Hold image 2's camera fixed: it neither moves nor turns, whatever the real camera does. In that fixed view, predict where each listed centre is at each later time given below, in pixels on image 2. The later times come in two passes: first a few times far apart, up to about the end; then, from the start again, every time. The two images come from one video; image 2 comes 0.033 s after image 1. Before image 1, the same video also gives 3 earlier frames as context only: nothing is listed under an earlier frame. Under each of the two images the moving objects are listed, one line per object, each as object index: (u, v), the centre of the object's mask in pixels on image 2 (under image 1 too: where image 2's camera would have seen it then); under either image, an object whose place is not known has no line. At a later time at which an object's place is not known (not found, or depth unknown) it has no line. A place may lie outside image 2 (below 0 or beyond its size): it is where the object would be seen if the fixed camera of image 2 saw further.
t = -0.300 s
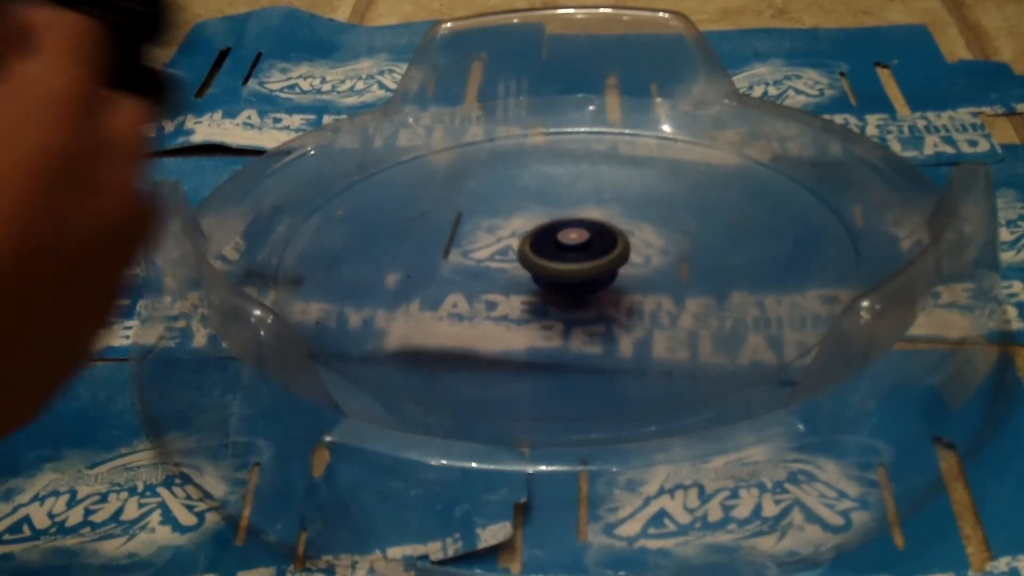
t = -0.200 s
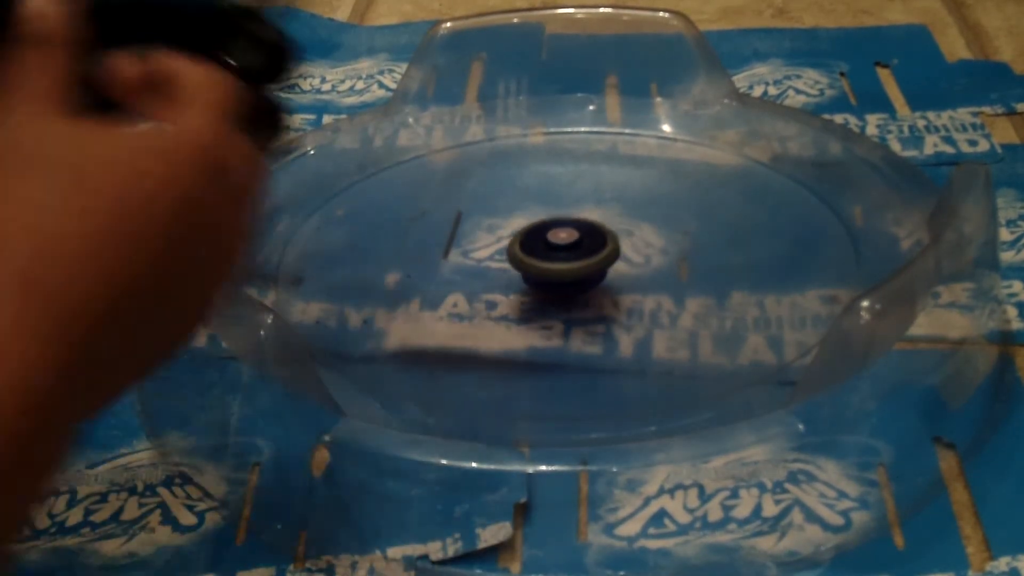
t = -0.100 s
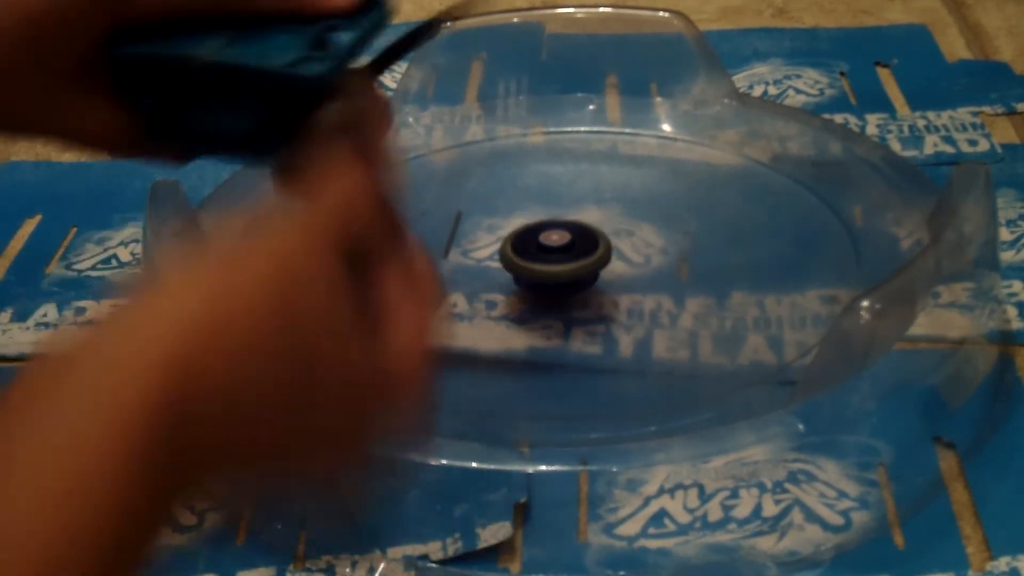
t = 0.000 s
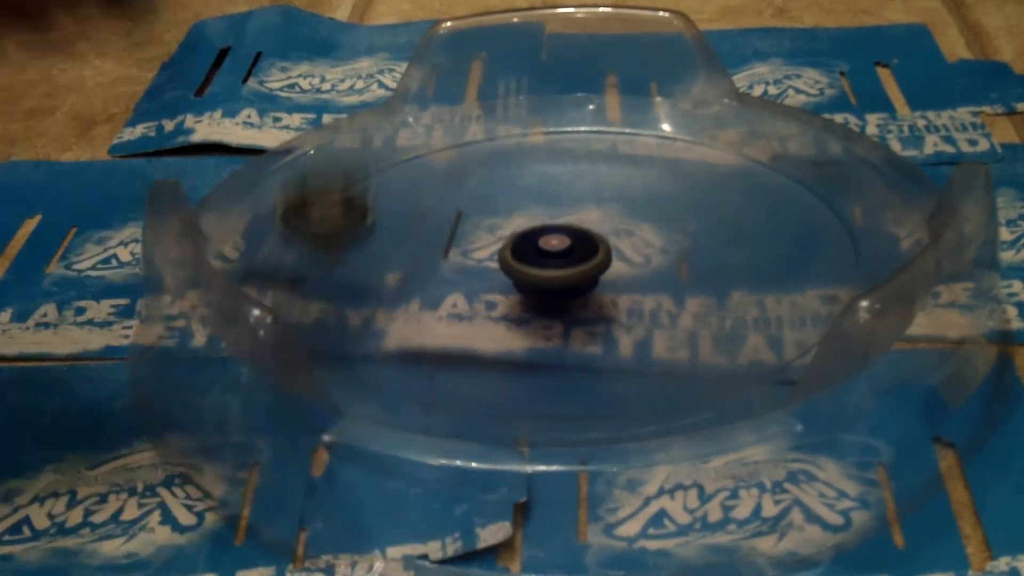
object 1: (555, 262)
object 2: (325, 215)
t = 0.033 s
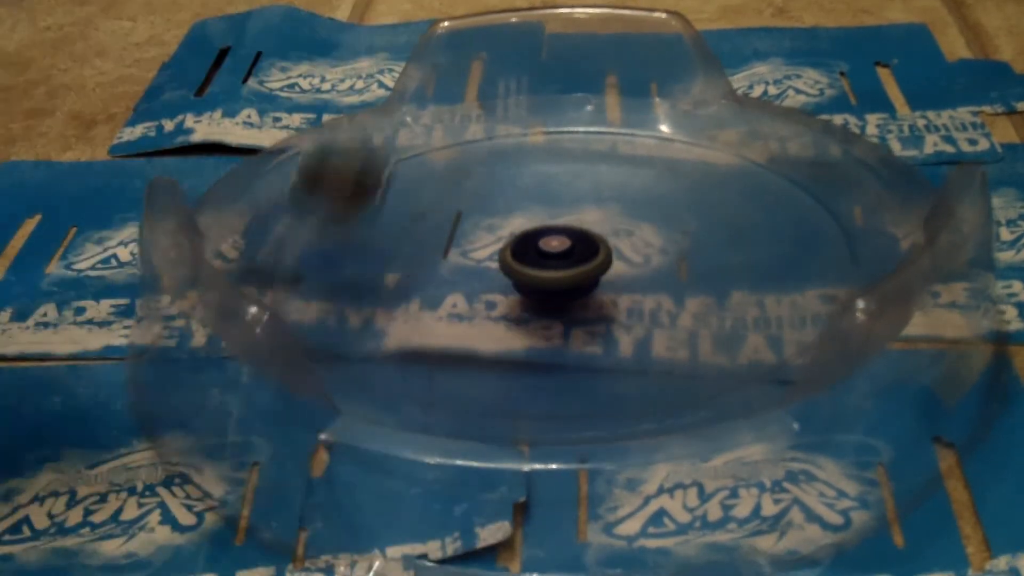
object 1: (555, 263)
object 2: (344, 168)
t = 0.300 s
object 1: (564, 256)
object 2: (524, 138)
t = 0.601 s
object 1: (494, 345)
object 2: (601, 129)
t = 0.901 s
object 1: (610, 338)
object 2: (553, 170)
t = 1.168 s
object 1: (638, 291)
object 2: (498, 238)
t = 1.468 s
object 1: (603, 272)
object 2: (528, 228)
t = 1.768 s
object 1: (692, 301)
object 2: (488, 169)
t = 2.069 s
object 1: (650, 268)
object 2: (559, 230)
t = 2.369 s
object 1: (764, 308)
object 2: (477, 171)
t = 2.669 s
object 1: (697, 272)
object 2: (536, 260)
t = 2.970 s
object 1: (775, 237)
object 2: (454, 230)
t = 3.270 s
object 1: (655, 227)
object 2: (494, 265)
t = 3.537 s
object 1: (649, 193)
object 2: (484, 289)
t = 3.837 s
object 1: (539, 198)
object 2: (557, 277)
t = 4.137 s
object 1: (447, 126)
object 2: (662, 317)
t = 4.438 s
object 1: (412, 162)
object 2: (702, 282)
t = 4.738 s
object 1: (458, 215)
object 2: (609, 245)
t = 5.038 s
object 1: (365, 144)
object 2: (738, 301)
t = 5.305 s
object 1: (404, 182)
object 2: (739, 257)
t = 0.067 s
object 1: (556, 263)
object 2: (366, 140)
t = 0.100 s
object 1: (558, 264)
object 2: (387, 122)
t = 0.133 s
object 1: (561, 263)
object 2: (407, 123)
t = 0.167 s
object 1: (564, 262)
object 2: (435, 131)
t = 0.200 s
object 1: (565, 262)
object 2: (460, 113)
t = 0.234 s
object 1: (565, 259)
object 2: (482, 115)
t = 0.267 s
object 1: (565, 258)
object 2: (506, 126)
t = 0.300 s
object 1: (564, 256)
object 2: (524, 138)
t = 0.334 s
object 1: (561, 255)
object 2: (536, 149)
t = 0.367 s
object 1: (557, 254)
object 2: (549, 164)
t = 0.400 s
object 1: (554, 254)
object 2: (558, 178)
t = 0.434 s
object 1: (550, 255)
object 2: (565, 191)
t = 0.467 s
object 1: (536, 280)
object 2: (580, 185)
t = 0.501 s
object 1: (517, 306)
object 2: (594, 166)
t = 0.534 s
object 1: (501, 323)
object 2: (601, 148)
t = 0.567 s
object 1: (494, 336)
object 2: (602, 137)
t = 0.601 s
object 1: (494, 345)
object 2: (601, 129)
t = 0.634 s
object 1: (499, 350)
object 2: (596, 125)
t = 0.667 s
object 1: (511, 353)
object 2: (589, 124)
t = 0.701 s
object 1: (526, 353)
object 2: (582, 125)
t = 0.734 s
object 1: (542, 353)
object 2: (576, 128)
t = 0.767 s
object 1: (556, 352)
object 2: (570, 133)
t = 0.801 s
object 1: (570, 350)
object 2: (565, 140)
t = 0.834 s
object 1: (584, 346)
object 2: (561, 148)
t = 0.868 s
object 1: (597, 342)
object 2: (557, 158)
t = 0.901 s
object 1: (610, 338)
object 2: (553, 170)
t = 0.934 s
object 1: (621, 332)
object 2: (548, 181)
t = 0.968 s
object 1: (630, 326)
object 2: (542, 194)
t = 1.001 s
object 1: (637, 319)
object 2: (535, 205)
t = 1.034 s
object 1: (642, 313)
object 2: (527, 215)
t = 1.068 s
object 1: (644, 307)
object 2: (518, 223)
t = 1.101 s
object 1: (644, 301)
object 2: (509, 230)
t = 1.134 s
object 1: (641, 295)
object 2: (502, 236)
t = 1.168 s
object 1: (638, 291)
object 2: (498, 238)
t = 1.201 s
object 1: (633, 286)
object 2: (497, 239)
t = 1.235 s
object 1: (627, 282)
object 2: (500, 239)
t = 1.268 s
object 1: (620, 279)
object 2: (507, 239)
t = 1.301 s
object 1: (614, 276)
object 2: (516, 239)
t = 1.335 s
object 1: (608, 273)
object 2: (523, 238)
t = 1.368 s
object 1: (610, 275)
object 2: (526, 234)
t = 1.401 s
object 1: (610, 275)
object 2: (527, 231)
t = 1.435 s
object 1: (607, 274)
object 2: (527, 228)
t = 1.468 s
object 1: (603, 272)
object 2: (528, 228)
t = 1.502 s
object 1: (598, 272)
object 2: (528, 227)
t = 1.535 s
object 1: (623, 289)
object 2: (511, 211)
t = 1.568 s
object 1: (647, 302)
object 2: (492, 181)
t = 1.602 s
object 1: (663, 310)
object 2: (482, 168)
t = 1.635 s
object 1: (674, 314)
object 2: (479, 156)
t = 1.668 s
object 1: (681, 314)
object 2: (480, 153)
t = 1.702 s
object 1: (686, 311)
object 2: (483, 155)
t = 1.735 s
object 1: (690, 307)
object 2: (486, 160)
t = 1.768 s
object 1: (692, 301)
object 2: (488, 169)
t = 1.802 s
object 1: (693, 296)
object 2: (490, 176)
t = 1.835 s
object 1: (691, 290)
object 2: (492, 184)
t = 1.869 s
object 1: (687, 285)
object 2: (497, 194)
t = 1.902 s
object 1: (682, 281)
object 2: (504, 202)
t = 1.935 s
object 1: (676, 277)
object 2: (513, 211)
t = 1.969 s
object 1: (670, 274)
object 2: (523, 217)
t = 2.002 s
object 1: (664, 272)
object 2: (535, 223)
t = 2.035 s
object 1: (657, 270)
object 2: (546, 229)
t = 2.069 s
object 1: (650, 268)
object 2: (559, 230)
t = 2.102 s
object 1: (648, 268)
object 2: (569, 230)
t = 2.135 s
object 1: (684, 287)
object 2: (555, 213)
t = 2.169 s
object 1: (714, 299)
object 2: (536, 185)
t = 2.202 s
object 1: (736, 307)
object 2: (521, 169)
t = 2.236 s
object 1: (752, 313)
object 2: (510, 157)
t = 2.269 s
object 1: (761, 315)
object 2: (501, 154)
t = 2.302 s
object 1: (765, 314)
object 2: (492, 157)
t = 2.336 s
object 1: (766, 311)
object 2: (484, 163)
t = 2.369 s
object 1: (764, 308)
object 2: (477, 171)
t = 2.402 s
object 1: (762, 304)
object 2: (471, 181)
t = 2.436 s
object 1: (758, 300)
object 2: (466, 190)
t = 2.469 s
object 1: (753, 296)
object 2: (465, 202)
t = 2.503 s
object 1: (747, 292)
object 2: (468, 213)
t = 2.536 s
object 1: (739, 287)
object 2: (475, 225)
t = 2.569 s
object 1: (730, 283)
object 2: (486, 238)
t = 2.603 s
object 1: (720, 279)
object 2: (501, 249)
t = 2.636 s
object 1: (709, 276)
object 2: (519, 256)
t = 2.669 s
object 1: (697, 272)
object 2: (536, 260)
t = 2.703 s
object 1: (685, 269)
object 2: (555, 260)
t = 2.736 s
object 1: (685, 266)
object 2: (563, 260)
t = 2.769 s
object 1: (728, 262)
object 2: (528, 252)
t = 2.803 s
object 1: (762, 258)
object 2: (497, 240)
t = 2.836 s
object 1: (782, 254)
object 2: (476, 231)
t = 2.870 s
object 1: (790, 250)
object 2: (463, 225)
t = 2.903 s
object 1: (790, 246)
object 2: (457, 225)
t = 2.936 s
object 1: (784, 241)
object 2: (454, 226)
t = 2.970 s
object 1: (775, 237)
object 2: (454, 230)
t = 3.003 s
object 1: (764, 234)
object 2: (453, 236)
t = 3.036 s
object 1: (751, 231)
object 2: (454, 242)
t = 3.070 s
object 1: (737, 229)
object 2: (456, 248)
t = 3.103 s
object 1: (723, 227)
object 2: (460, 254)
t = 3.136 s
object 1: (708, 226)
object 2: (466, 259)
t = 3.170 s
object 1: (693, 226)
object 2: (473, 263)
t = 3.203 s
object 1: (680, 226)
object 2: (480, 264)
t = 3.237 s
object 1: (667, 226)
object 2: (487, 265)
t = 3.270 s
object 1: (655, 227)
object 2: (494, 265)
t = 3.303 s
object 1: (644, 228)
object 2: (504, 265)
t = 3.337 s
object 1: (633, 229)
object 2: (515, 265)
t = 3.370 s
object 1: (623, 231)
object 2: (526, 266)
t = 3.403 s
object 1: (627, 224)
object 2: (524, 270)
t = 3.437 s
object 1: (644, 212)
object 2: (504, 279)
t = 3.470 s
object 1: (652, 204)
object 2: (490, 283)
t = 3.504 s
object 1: (654, 197)
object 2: (483, 287)
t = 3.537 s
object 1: (649, 193)
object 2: (484, 289)
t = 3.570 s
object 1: (638, 191)
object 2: (490, 291)
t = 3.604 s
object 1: (624, 189)
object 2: (499, 293)
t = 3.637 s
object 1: (610, 188)
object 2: (510, 293)
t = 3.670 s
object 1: (595, 188)
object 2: (521, 293)
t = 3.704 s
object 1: (581, 189)
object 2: (531, 291)
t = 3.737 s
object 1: (567, 190)
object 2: (540, 289)
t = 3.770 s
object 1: (555, 192)
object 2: (547, 286)
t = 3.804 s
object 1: (546, 194)
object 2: (552, 281)
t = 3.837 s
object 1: (539, 198)
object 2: (557, 277)
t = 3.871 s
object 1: (533, 200)
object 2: (561, 272)
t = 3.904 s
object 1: (528, 203)
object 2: (565, 267)
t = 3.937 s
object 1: (524, 205)
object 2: (569, 263)
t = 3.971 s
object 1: (521, 207)
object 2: (571, 260)
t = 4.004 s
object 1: (518, 208)
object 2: (572, 258)
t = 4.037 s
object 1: (502, 193)
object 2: (594, 277)
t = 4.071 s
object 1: (481, 169)
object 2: (619, 295)
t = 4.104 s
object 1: (461, 140)
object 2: (641, 308)
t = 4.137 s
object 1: (447, 126)
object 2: (662, 317)
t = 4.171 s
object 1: (435, 117)
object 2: (678, 319)
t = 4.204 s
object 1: (429, 115)
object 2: (690, 317)
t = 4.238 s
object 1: (425, 122)
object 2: (697, 315)
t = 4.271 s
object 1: (420, 128)
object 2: (702, 310)
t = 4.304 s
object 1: (416, 133)
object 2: (705, 306)
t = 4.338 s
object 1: (413, 140)
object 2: (706, 299)
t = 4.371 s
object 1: (412, 146)
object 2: (706, 295)
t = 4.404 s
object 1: (411, 154)
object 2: (704, 288)
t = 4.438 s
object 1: (412, 162)
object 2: (702, 282)
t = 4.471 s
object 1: (414, 170)
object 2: (699, 276)
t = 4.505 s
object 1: (418, 178)
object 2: (696, 270)
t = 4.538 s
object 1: (423, 187)
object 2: (691, 263)
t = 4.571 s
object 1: (430, 195)
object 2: (683, 258)
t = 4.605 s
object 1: (437, 202)
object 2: (672, 254)
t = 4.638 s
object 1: (442, 208)
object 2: (658, 250)
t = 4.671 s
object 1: (447, 211)
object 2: (643, 248)
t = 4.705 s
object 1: (452, 213)
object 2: (625, 246)
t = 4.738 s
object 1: (458, 215)
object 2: (609, 245)
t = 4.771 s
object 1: (464, 216)
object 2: (593, 246)
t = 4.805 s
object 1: (470, 218)
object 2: (579, 247)
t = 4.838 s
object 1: (474, 219)
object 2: (568, 250)
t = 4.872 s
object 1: (446, 204)
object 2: (597, 269)
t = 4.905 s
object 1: (410, 176)
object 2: (638, 288)
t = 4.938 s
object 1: (386, 158)
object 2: (672, 297)
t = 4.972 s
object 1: (371, 147)
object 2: (697, 301)
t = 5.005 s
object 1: (365, 143)
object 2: (721, 303)
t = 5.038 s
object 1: (365, 144)
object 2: (738, 301)
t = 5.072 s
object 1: (367, 147)
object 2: (753, 297)
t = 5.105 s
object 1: (370, 150)
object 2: (761, 292)
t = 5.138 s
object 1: (373, 154)
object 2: (766, 287)
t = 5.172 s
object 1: (378, 160)
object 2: (766, 279)
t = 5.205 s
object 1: (384, 165)
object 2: (763, 274)
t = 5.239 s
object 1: (390, 170)
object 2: (758, 270)
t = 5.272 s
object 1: (397, 176)
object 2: (749, 263)
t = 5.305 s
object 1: (404, 182)
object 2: (739, 257)
